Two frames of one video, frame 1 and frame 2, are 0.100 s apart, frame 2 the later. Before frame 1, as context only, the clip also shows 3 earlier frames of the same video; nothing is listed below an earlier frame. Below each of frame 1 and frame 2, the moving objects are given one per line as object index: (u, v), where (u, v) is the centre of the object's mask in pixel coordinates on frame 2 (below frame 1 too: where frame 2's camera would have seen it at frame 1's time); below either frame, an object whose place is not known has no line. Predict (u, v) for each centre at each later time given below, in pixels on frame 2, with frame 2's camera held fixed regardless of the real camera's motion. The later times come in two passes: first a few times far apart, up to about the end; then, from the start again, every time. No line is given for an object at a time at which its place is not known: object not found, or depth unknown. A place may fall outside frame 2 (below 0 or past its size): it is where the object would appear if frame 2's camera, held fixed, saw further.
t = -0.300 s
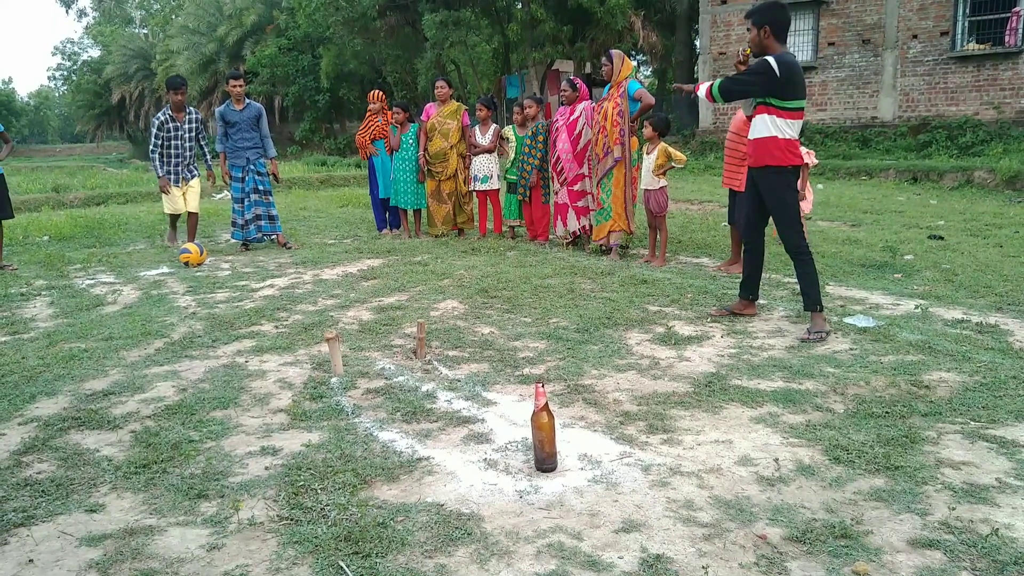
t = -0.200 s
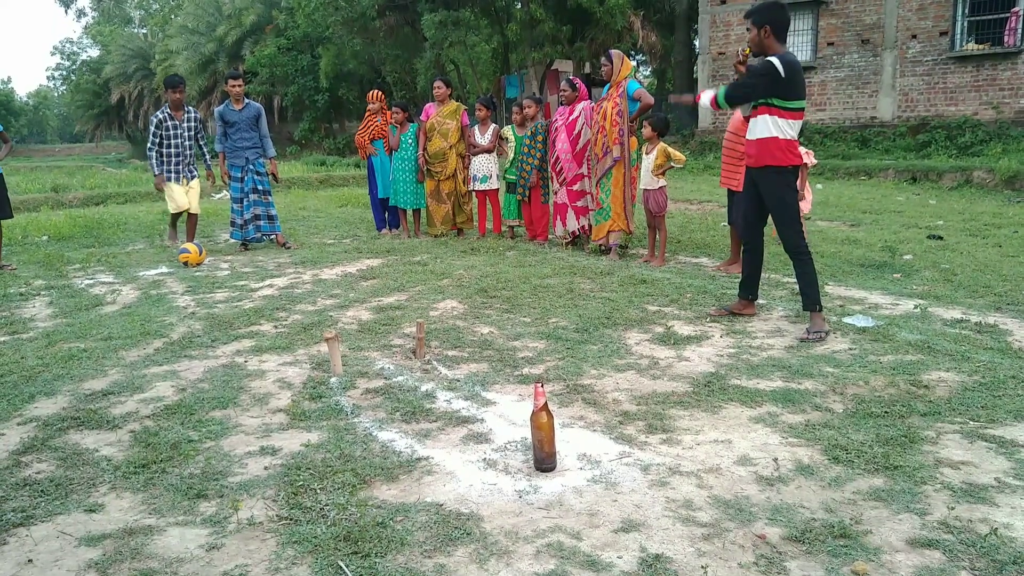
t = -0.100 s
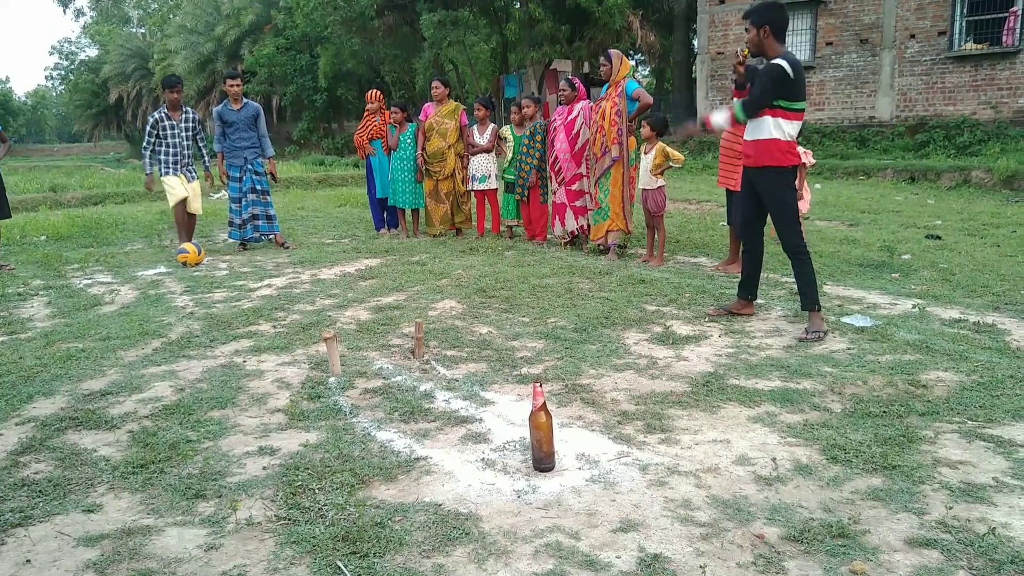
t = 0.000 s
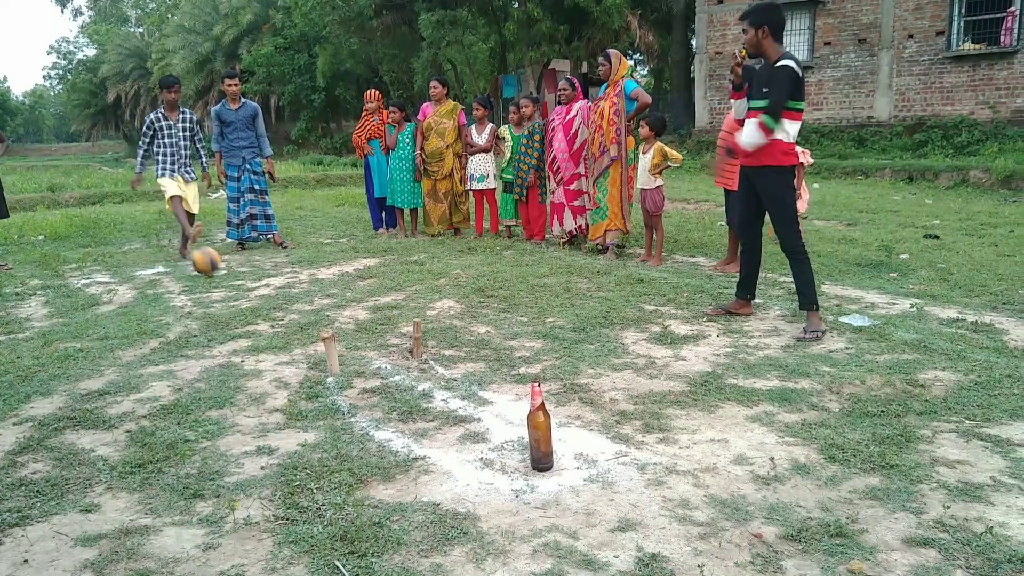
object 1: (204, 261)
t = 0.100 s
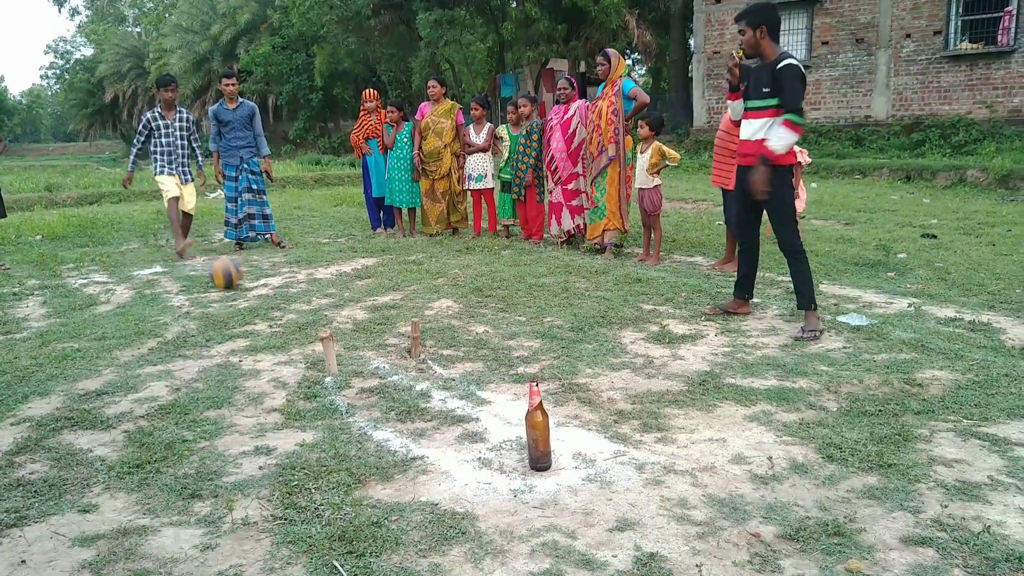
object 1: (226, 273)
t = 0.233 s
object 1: (260, 292)
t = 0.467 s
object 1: (342, 328)
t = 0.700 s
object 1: (477, 400)
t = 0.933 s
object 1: (563, 263)
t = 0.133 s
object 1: (233, 275)
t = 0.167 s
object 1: (241, 278)
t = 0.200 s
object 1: (250, 284)
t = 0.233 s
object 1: (260, 292)
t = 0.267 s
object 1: (269, 297)
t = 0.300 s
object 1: (277, 298)
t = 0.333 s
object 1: (289, 302)
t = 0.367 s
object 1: (300, 310)
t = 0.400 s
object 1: (312, 318)
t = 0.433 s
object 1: (324, 326)
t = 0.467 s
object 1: (342, 328)
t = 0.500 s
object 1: (355, 334)
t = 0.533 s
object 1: (370, 343)
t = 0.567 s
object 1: (390, 354)
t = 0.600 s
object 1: (411, 367)
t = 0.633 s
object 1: (430, 374)
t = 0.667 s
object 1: (452, 387)
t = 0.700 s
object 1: (477, 400)
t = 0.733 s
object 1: (502, 413)
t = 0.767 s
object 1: (525, 398)
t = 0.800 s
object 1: (534, 367)
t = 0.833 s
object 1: (541, 335)
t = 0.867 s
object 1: (549, 307)
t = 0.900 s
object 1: (556, 283)
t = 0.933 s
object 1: (563, 263)
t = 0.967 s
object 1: (572, 243)
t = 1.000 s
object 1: (580, 230)
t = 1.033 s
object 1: (586, 221)
